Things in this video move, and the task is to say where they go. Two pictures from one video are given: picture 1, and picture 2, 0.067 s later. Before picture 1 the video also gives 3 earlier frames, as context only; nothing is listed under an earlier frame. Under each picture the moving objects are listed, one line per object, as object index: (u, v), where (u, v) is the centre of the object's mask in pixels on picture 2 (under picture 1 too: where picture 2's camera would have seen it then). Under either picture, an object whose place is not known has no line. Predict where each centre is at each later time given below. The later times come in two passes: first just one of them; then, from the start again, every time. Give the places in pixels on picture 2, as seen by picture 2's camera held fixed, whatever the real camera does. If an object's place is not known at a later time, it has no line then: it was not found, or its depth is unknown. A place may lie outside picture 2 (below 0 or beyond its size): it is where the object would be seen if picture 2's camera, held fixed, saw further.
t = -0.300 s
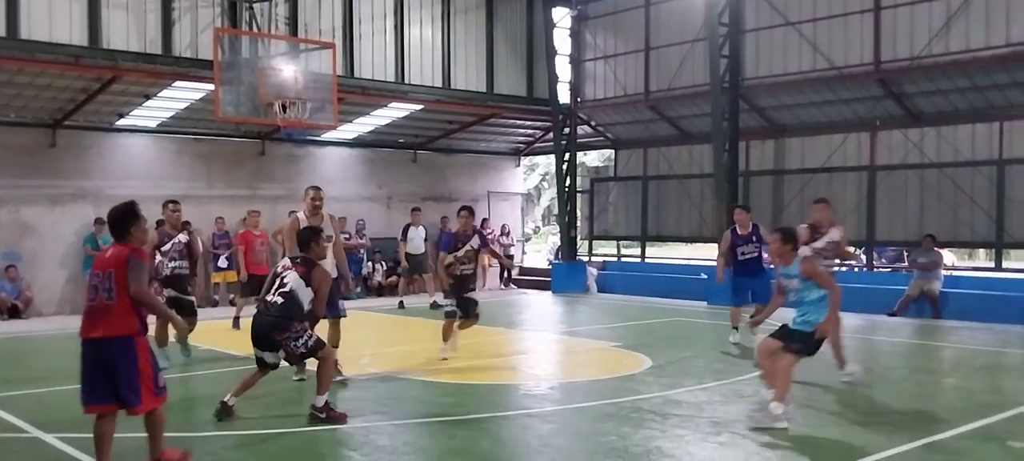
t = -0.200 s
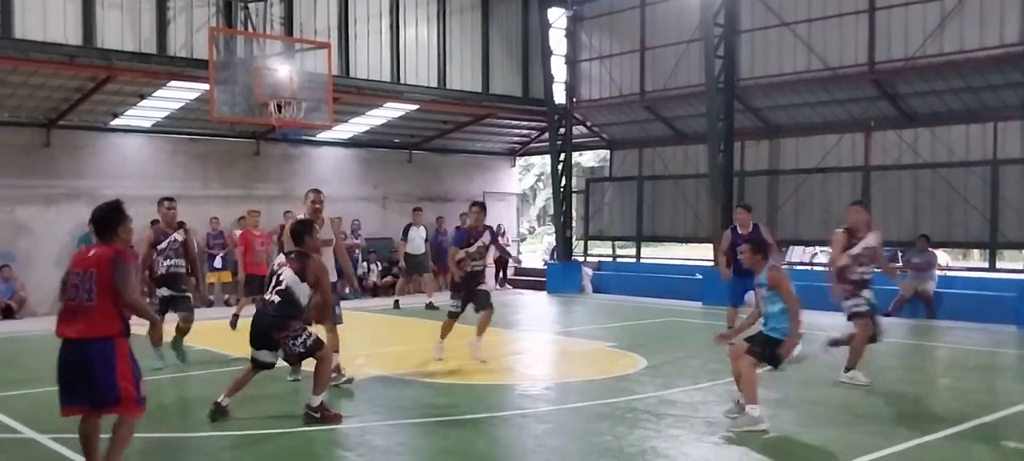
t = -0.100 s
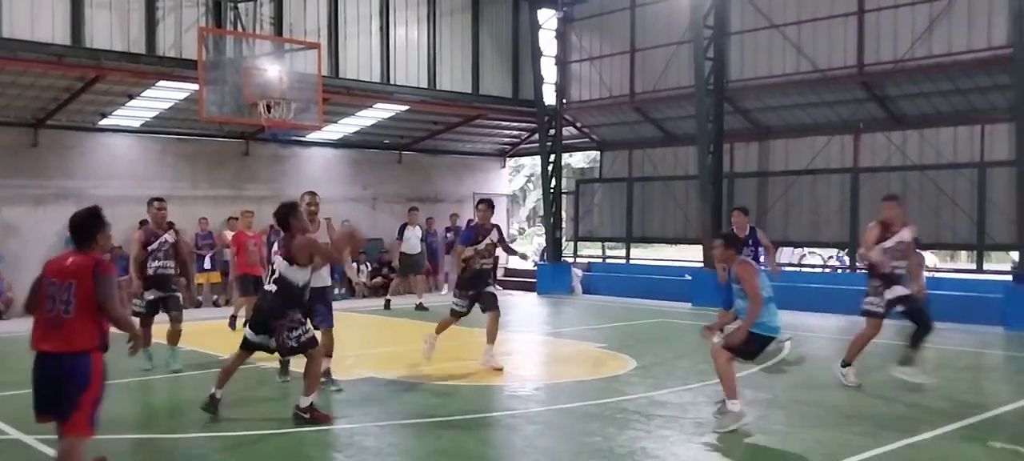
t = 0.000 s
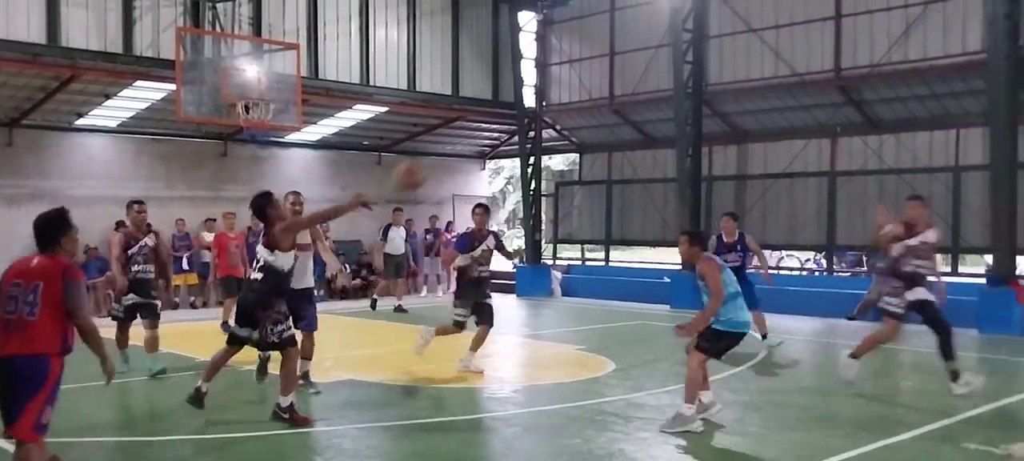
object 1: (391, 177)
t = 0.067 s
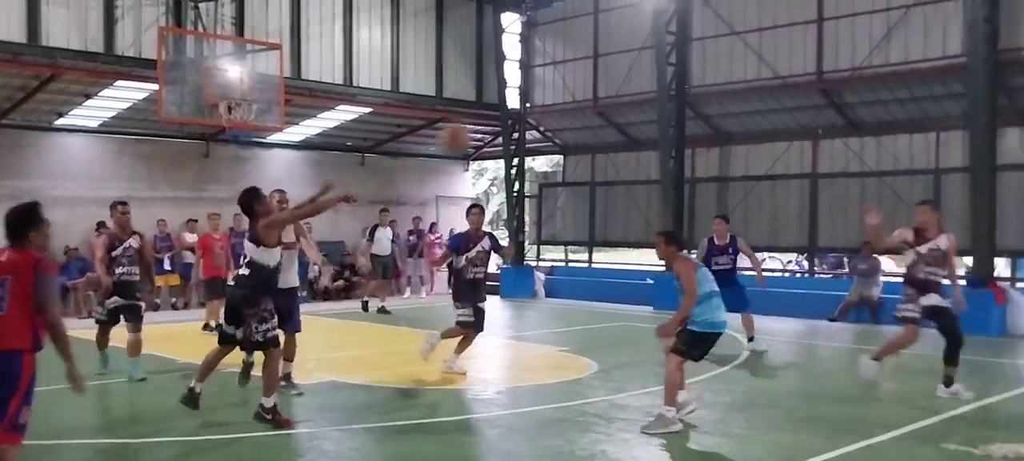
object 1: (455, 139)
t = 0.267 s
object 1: (644, 56)
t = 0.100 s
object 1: (489, 120)
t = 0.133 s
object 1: (518, 107)
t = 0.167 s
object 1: (549, 92)
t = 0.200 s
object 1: (583, 80)
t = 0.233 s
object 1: (612, 67)
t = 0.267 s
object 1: (644, 56)
